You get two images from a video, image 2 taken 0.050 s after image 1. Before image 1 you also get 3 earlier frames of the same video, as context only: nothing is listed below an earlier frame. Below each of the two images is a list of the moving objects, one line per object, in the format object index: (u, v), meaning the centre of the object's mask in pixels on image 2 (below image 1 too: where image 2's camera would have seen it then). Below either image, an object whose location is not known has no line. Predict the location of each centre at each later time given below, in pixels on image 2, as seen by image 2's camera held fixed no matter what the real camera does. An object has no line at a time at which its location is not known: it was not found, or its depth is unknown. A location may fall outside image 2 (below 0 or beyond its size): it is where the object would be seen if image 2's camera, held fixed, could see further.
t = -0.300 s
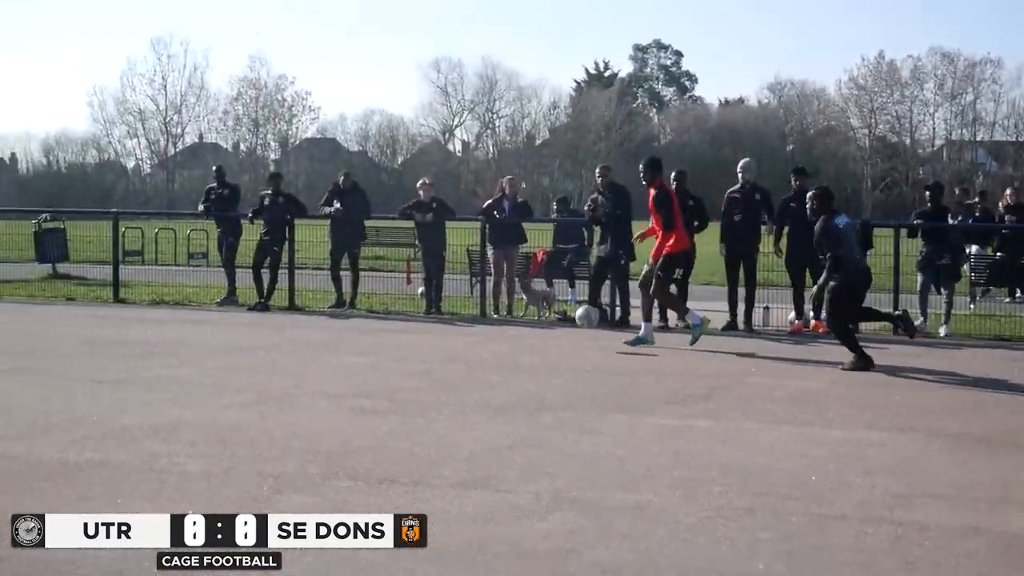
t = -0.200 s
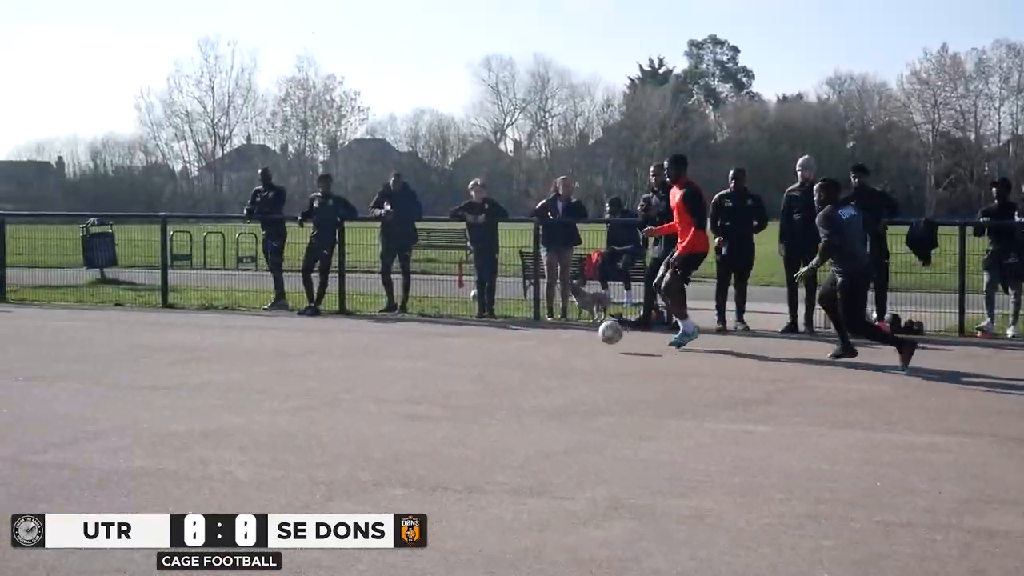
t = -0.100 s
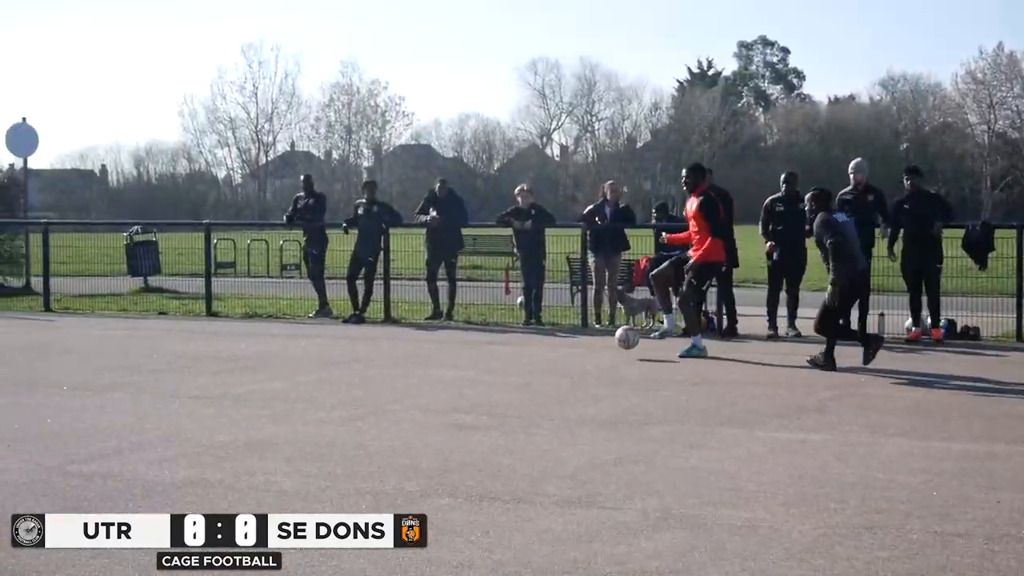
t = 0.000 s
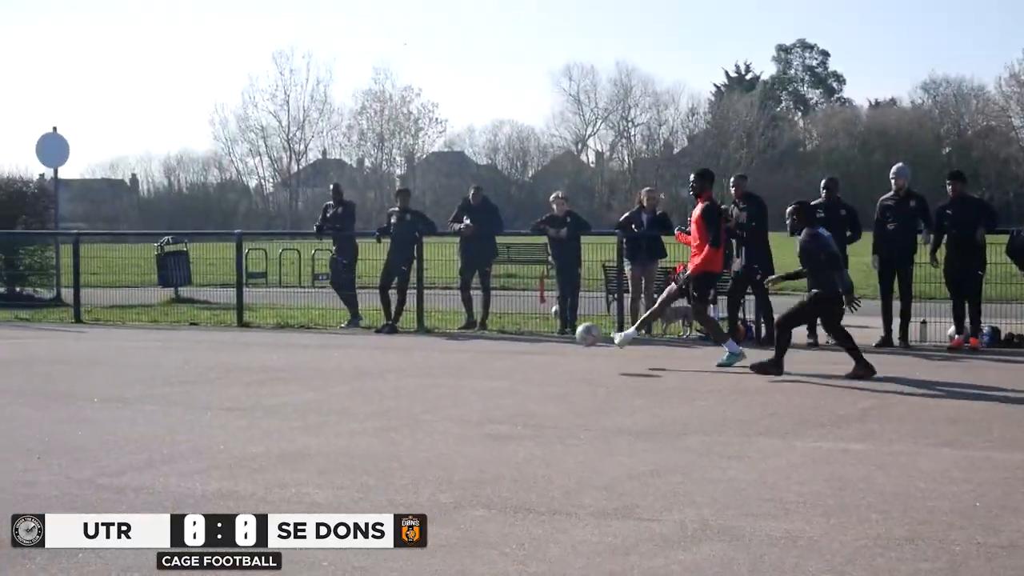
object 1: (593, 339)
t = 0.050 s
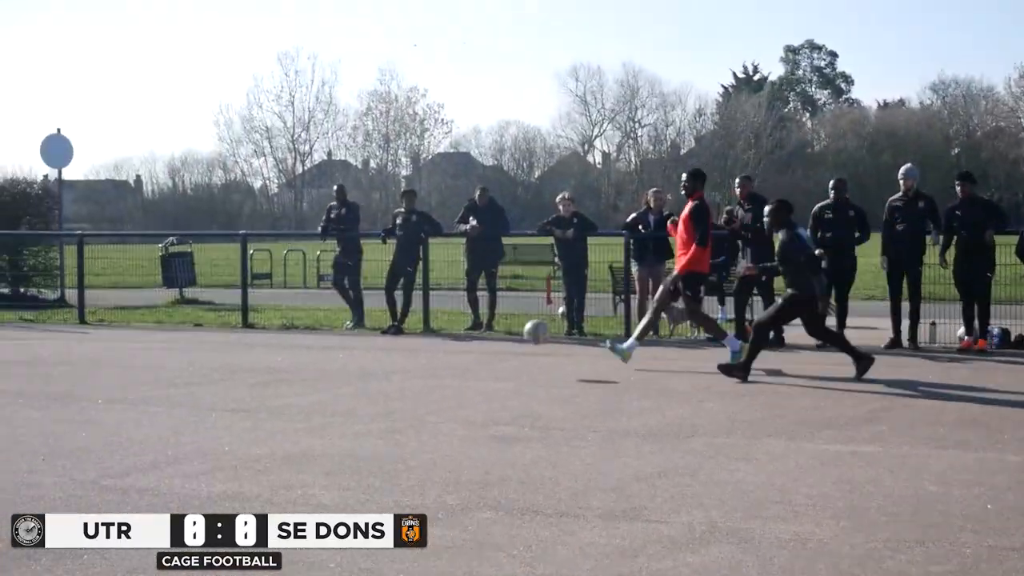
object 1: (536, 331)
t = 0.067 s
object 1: (516, 330)
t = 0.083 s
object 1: (498, 332)
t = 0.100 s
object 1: (477, 334)
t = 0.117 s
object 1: (457, 334)
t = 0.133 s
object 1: (438, 334)
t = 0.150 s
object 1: (418, 335)
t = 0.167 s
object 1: (398, 336)
